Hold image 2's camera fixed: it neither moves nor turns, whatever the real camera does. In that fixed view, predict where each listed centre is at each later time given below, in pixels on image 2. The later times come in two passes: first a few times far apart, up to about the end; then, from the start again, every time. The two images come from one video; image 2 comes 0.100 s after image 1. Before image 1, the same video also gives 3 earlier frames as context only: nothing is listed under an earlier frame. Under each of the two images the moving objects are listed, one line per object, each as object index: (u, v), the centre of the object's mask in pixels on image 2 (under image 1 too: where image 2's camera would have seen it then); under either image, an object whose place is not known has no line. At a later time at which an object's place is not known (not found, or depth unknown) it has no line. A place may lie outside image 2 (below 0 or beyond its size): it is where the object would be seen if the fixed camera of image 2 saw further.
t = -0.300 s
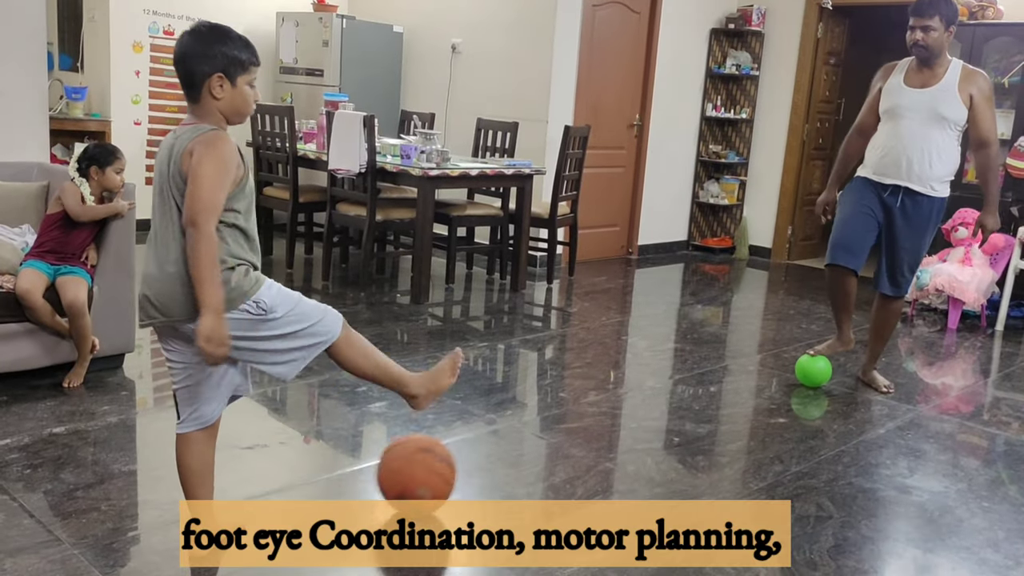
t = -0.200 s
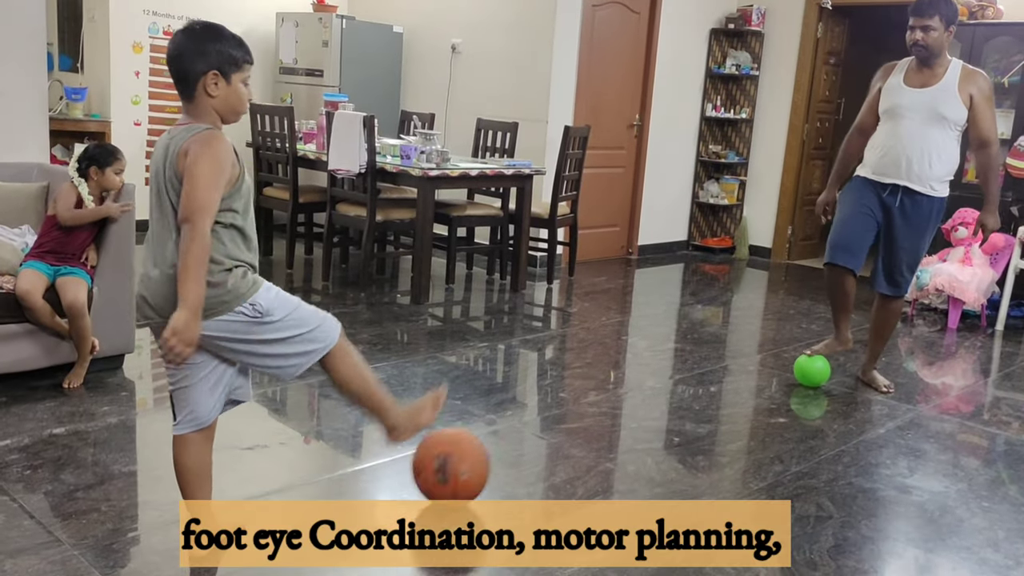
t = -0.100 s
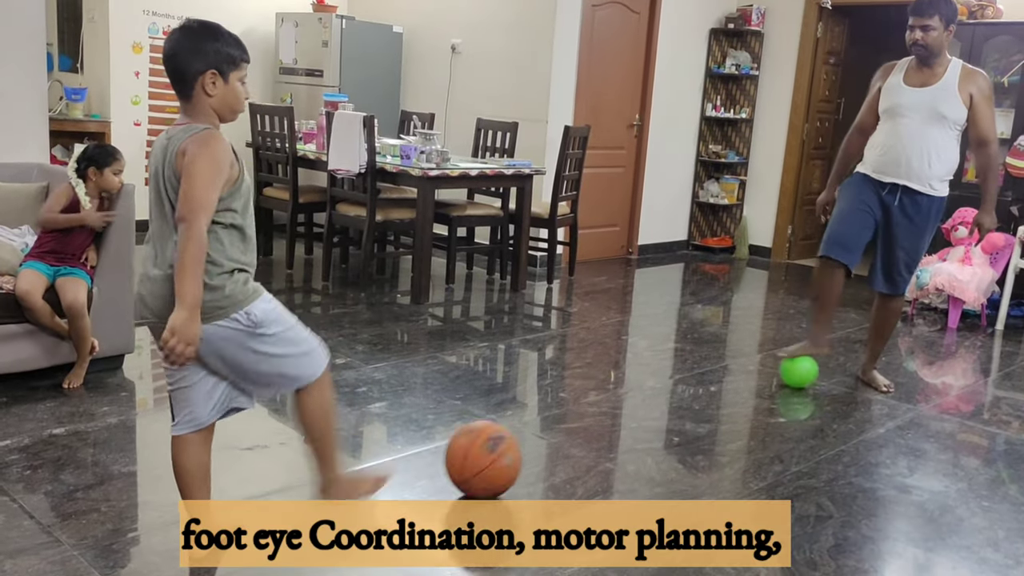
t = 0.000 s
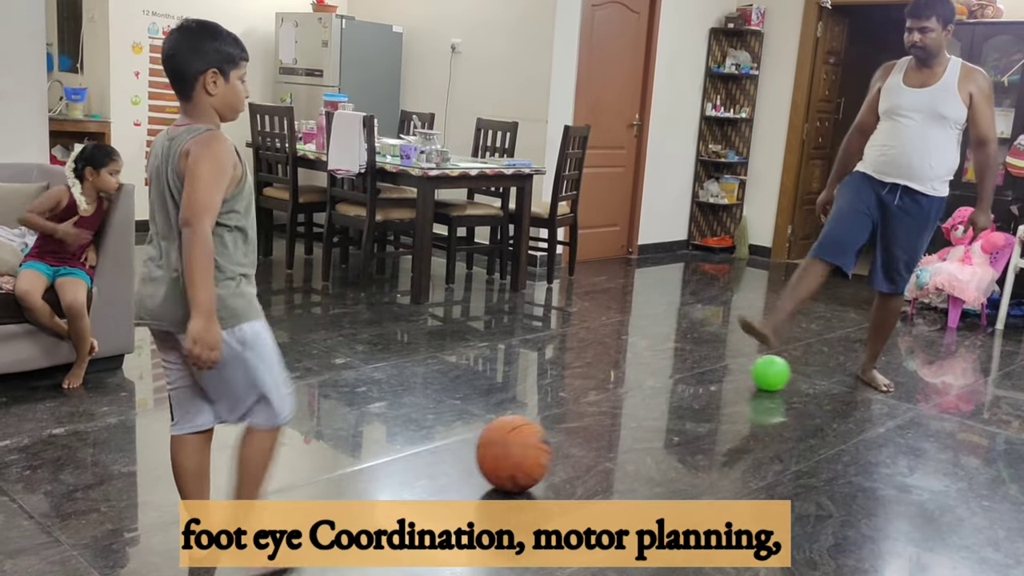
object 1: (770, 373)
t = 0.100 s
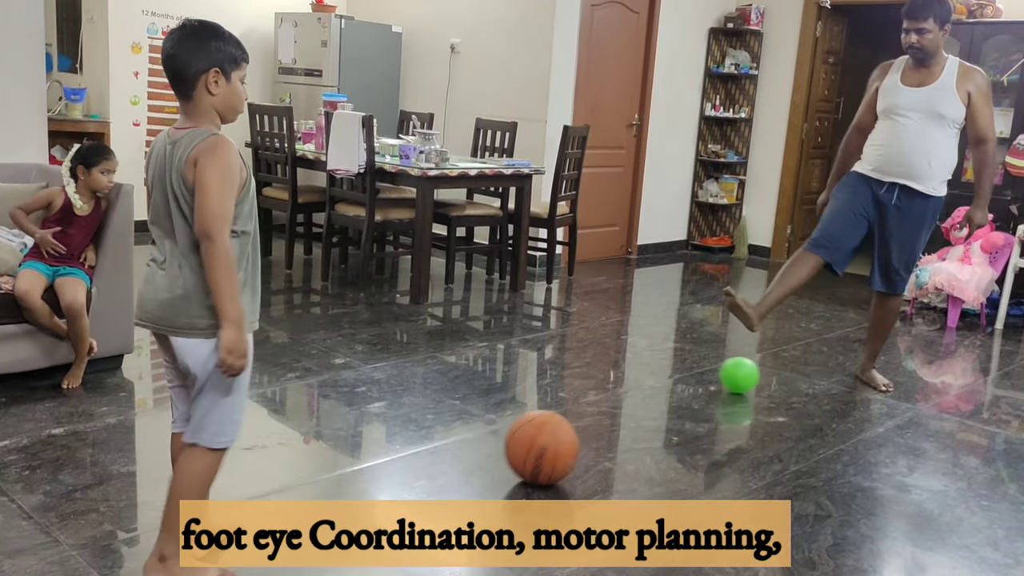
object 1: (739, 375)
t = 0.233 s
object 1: (698, 378)
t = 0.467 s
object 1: (624, 381)
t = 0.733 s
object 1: (537, 387)
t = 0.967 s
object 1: (464, 387)
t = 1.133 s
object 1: (413, 388)
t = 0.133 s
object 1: (728, 376)
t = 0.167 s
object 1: (718, 377)
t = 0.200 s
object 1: (709, 377)
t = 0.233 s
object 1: (698, 378)
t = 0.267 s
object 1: (689, 379)
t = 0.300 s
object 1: (678, 380)
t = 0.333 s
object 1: (668, 381)
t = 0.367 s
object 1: (657, 381)
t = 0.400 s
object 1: (646, 382)
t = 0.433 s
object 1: (635, 380)
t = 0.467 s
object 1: (624, 381)
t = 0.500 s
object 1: (614, 383)
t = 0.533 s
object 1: (603, 384)
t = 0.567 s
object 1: (593, 384)
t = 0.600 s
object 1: (582, 385)
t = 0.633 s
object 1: (570, 386)
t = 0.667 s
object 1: (559, 387)
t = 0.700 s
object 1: (549, 386)
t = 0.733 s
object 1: (537, 387)
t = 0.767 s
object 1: (526, 387)
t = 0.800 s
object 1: (515, 388)
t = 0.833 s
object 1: (505, 387)
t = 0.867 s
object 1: (496, 385)
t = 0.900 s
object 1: (485, 386)
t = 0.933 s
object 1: (474, 389)
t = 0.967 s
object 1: (464, 387)
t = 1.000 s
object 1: (454, 386)
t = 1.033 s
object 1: (443, 389)
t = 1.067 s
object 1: (433, 388)
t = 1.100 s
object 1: (423, 387)
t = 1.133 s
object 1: (413, 388)
